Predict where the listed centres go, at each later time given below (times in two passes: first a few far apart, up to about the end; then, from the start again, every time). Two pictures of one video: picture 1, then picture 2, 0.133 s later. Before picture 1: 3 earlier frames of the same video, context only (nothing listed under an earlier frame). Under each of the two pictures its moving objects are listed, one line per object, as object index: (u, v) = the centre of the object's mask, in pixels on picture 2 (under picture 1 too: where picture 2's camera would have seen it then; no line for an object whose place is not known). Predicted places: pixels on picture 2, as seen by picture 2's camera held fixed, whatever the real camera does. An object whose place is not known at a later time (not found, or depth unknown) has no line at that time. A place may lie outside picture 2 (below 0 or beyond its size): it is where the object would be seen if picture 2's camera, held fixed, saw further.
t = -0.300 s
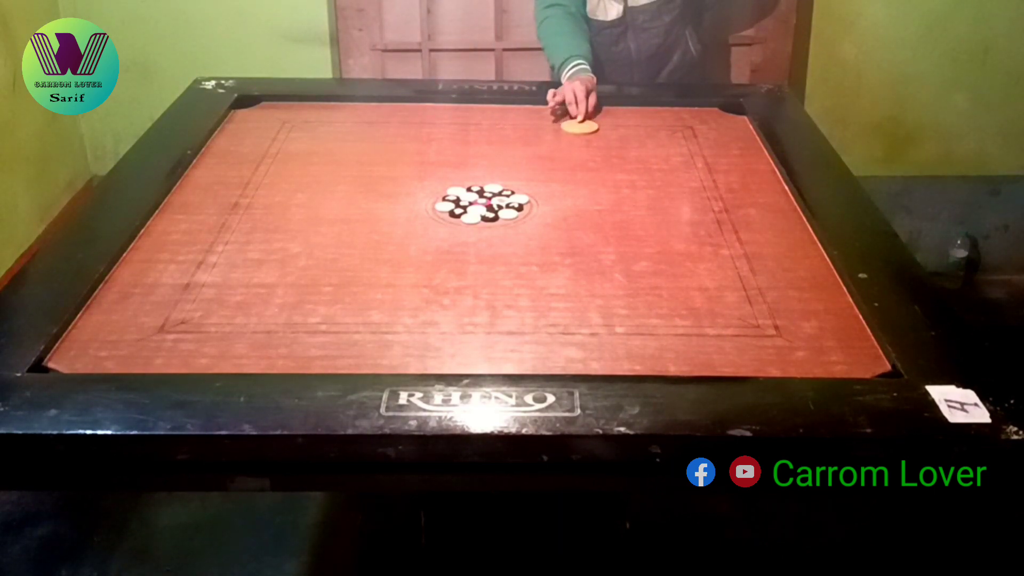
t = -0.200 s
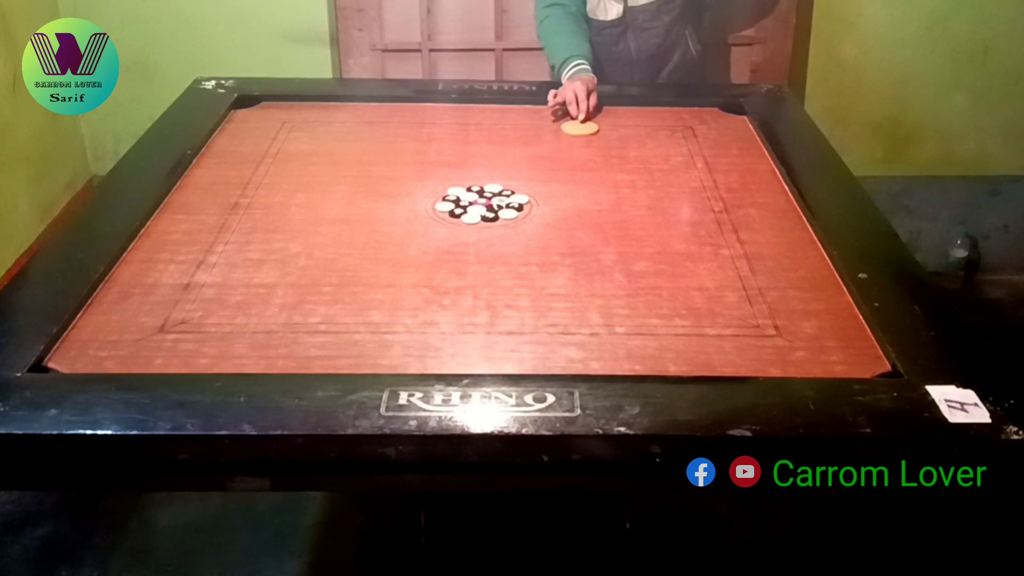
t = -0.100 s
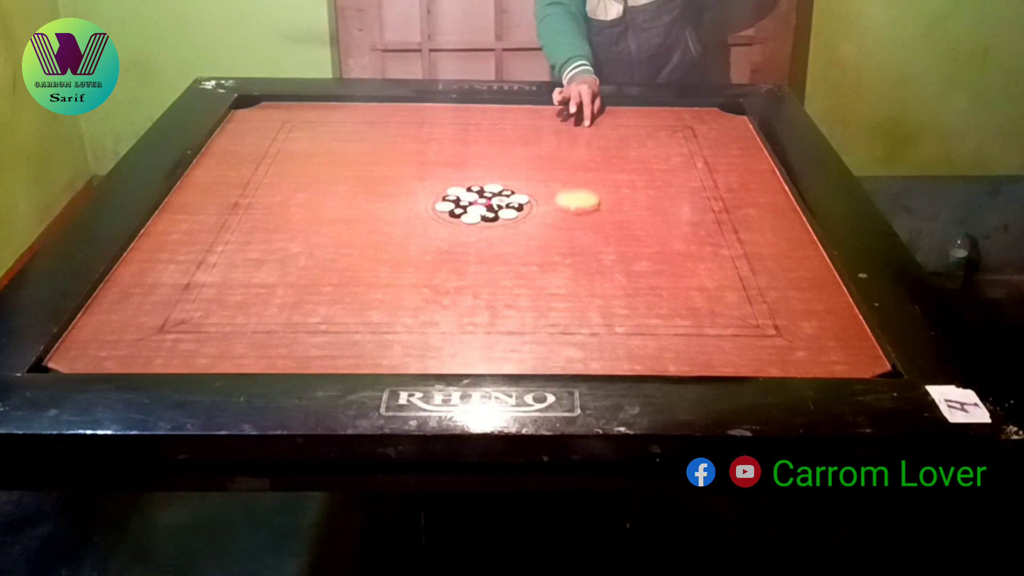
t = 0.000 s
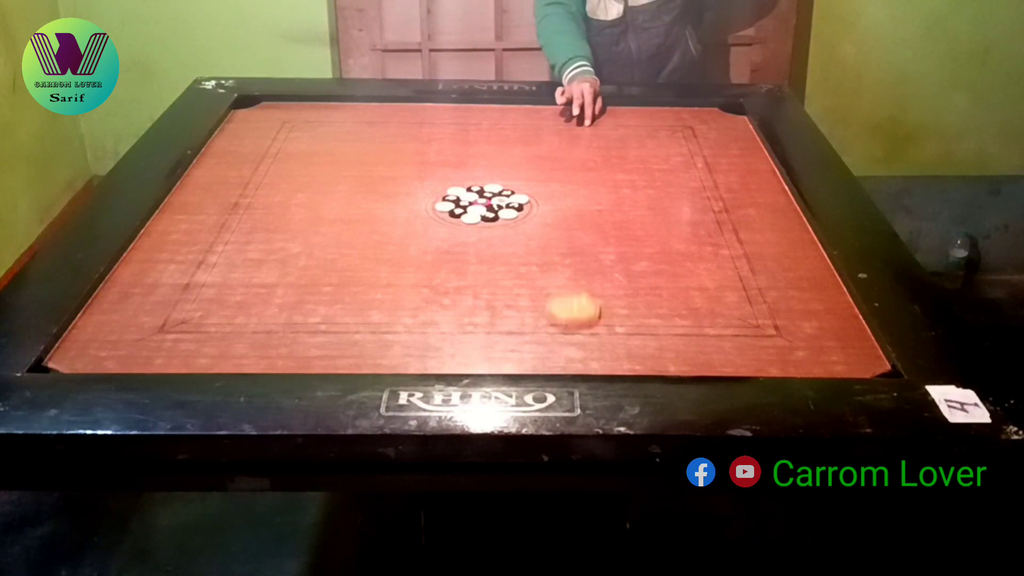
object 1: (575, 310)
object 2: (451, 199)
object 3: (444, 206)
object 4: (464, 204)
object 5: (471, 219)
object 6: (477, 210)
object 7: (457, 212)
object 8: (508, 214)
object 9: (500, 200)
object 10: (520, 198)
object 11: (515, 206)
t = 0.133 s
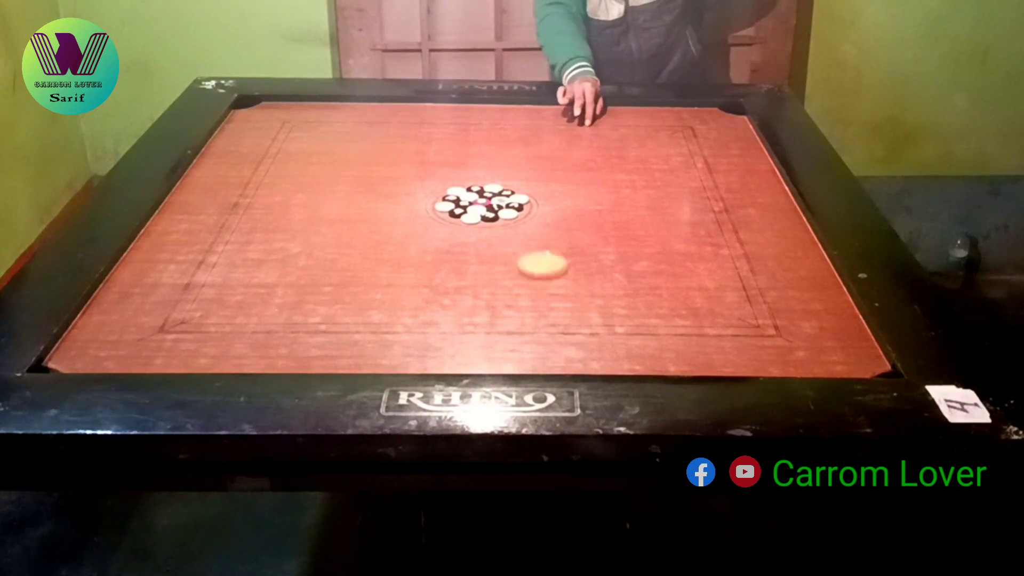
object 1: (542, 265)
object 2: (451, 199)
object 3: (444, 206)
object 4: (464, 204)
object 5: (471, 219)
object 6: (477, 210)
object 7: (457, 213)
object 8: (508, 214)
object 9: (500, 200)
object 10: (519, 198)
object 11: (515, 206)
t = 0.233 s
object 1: (562, 207)
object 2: (414, 200)
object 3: (413, 209)
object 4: (439, 206)
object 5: (444, 221)
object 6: (455, 213)
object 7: (423, 218)
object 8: (497, 205)
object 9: (504, 193)
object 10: (533, 185)
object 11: (525, 195)
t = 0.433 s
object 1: (667, 153)
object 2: (294, 208)
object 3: (304, 220)
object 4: (366, 210)
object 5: (362, 233)
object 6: (385, 225)
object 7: (284, 241)
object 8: (467, 180)
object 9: (514, 167)
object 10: (577, 145)
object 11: (561, 160)
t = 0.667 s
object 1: (697, 114)
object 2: (198, 214)
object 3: (209, 229)
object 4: (322, 213)
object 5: (314, 240)
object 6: (340, 234)
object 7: (123, 269)
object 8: (448, 165)
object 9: (521, 154)
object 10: (608, 117)
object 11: (586, 136)
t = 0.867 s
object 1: (648, 140)
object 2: (171, 216)
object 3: (161, 234)
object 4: (315, 214)
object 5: (309, 241)
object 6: (337, 235)
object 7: (196, 283)
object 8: (446, 164)
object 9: (522, 153)
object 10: (621, 109)
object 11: (596, 127)
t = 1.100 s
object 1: (599, 167)
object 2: (171, 216)
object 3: (157, 234)
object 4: (315, 213)
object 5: (309, 241)
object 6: (337, 234)
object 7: (241, 293)
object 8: (447, 164)
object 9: (522, 152)
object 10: (624, 110)
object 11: (596, 126)
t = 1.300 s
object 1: (573, 180)
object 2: (171, 216)
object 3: (157, 234)
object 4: (315, 213)
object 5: (309, 241)
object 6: (337, 234)
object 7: (246, 295)
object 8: (447, 164)
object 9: (522, 153)
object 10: (624, 110)
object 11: (596, 126)
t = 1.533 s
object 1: (566, 182)
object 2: (171, 216)
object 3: (157, 234)
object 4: (315, 213)
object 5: (309, 241)
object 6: (337, 234)
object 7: (246, 295)
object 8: (446, 164)
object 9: (522, 153)
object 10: (624, 110)
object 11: (596, 126)
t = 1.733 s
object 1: (566, 182)
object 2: (171, 216)
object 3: (157, 234)
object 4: (315, 214)
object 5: (309, 241)
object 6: (337, 234)
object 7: (246, 295)
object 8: (446, 164)
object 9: (522, 152)
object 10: (624, 110)
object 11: (596, 126)
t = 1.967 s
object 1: (566, 182)
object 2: (171, 216)
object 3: (157, 234)
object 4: (315, 214)
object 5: (309, 241)
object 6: (337, 235)
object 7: (246, 295)
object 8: (446, 164)
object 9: (522, 152)
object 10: (624, 110)
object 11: (596, 126)
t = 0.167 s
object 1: (534, 236)
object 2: (451, 199)
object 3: (444, 206)
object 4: (464, 204)
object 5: (471, 218)
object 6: (477, 210)
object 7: (457, 213)
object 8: (508, 214)
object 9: (500, 200)
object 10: (519, 198)
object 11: (515, 206)
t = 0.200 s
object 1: (542, 217)
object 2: (438, 199)
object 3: (434, 207)
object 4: (454, 205)
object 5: (461, 220)
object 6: (469, 210)
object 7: (445, 215)
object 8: (504, 211)
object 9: (501, 199)
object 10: (524, 194)
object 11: (518, 203)
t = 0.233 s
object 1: (562, 207)
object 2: (414, 200)
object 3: (413, 209)
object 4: (439, 206)
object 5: (444, 221)
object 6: (455, 213)
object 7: (423, 218)
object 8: (497, 205)
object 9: (504, 193)
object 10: (533, 185)
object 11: (525, 195)
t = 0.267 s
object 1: (582, 197)
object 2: (392, 202)
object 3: (393, 211)
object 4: (425, 207)
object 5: (428, 224)
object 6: (441, 215)
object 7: (400, 222)
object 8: (491, 200)
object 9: (506, 188)
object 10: (542, 177)
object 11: (532, 188)
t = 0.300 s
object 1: (600, 187)
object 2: (369, 203)
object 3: (373, 213)
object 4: (411, 208)
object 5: (414, 226)
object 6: (428, 218)
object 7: (377, 226)
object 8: (486, 195)
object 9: (508, 182)
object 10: (550, 170)
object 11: (539, 182)
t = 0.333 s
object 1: (618, 178)
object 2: (350, 204)
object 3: (355, 215)
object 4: (399, 208)
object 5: (399, 228)
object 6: (416, 220)
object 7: (355, 229)
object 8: (480, 191)
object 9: (510, 178)
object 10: (557, 163)
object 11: (545, 176)
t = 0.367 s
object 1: (635, 169)
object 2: (330, 206)
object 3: (337, 217)
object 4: (387, 209)
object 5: (386, 230)
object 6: (405, 222)
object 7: (331, 233)
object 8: (476, 187)
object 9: (511, 174)
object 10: (564, 156)
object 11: (550, 170)
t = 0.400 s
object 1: (651, 161)
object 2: (311, 207)
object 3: (320, 219)
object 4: (376, 210)
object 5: (373, 232)
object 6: (395, 224)
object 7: (307, 237)
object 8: (471, 183)
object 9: (513, 171)
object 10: (571, 150)
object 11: (556, 165)
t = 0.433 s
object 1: (667, 153)
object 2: (294, 208)
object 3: (304, 220)
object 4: (366, 210)
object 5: (362, 233)
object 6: (385, 225)
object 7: (284, 241)
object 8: (467, 180)
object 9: (514, 167)
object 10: (577, 145)
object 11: (561, 160)
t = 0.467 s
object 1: (681, 145)
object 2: (277, 209)
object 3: (288, 222)
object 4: (357, 211)
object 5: (351, 235)
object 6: (376, 227)
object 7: (259, 245)
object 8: (463, 177)
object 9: (515, 165)
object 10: (582, 140)
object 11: (565, 155)
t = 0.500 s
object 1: (696, 138)
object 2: (261, 210)
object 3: (273, 223)
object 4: (349, 211)
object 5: (342, 236)
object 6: (369, 228)
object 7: (236, 249)
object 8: (459, 174)
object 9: (516, 162)
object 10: (588, 135)
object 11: (570, 151)
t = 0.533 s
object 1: (709, 131)
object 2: (246, 211)
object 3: (259, 225)
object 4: (342, 212)
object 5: (334, 237)
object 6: (362, 230)
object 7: (213, 253)
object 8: (457, 172)
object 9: (517, 160)
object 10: (592, 131)
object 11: (573, 147)
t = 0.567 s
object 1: (723, 125)
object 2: (232, 211)
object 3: (245, 226)
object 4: (335, 212)
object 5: (326, 239)
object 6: (355, 231)
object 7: (188, 258)
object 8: (454, 170)
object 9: (519, 158)
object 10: (596, 127)
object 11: (577, 144)
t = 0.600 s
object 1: (724, 119)
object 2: (219, 212)
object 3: (232, 227)
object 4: (329, 213)
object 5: (321, 239)
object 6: (349, 232)
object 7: (166, 261)
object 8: (452, 168)
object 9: (519, 157)
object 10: (600, 123)
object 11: (580, 141)
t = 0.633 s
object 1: (707, 113)
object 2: (208, 213)
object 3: (220, 228)
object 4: (325, 213)
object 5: (317, 240)
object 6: (344, 233)
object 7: (143, 265)
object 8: (450, 167)
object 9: (520, 156)
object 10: (604, 120)
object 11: (583, 138)
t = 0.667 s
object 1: (697, 114)
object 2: (198, 214)
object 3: (209, 229)
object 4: (322, 213)
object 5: (314, 240)
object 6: (340, 234)
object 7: (123, 269)
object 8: (448, 165)
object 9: (521, 154)
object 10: (608, 117)
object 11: (586, 136)
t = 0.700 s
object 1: (688, 119)
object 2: (189, 215)
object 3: (198, 231)
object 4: (319, 213)
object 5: (311, 241)
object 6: (338, 234)
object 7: (136, 272)
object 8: (447, 165)
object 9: (521, 154)
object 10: (610, 114)
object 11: (588, 134)
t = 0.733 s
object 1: (680, 123)
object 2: (182, 215)
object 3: (188, 232)
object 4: (317, 213)
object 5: (310, 241)
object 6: (337, 234)
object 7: (150, 274)
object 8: (446, 164)
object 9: (521, 153)
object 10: (613, 112)
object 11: (590, 132)
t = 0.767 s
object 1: (672, 127)
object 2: (176, 216)
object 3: (179, 233)
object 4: (316, 214)
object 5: (310, 241)
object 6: (337, 234)
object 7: (163, 277)
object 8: (446, 164)
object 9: (522, 153)
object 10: (615, 110)
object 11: (592, 130)
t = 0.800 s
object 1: (664, 132)
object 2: (173, 216)
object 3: (172, 233)
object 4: (315, 214)
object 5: (309, 241)
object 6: (337, 235)
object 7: (175, 279)
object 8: (446, 164)
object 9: (522, 153)
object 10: (617, 108)
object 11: (594, 129)
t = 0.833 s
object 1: (656, 136)
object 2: (171, 216)
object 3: (166, 233)
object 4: (315, 214)
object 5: (309, 241)
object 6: (337, 235)
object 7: (186, 281)
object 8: (446, 164)
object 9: (522, 153)
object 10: (619, 108)
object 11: (595, 128)
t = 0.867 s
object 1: (648, 140)
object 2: (171, 216)
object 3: (161, 234)
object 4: (315, 214)
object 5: (309, 241)
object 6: (337, 235)
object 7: (196, 283)
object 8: (446, 164)
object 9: (522, 153)
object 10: (621, 109)
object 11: (596, 127)
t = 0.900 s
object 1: (640, 144)
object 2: (171, 216)
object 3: (159, 234)
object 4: (315, 214)
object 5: (309, 241)
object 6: (337, 235)
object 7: (206, 285)
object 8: (446, 164)
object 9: (522, 153)
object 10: (623, 110)
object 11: (596, 126)
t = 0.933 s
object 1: (633, 148)
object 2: (171, 216)
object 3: (157, 234)
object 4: (315, 213)
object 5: (309, 241)
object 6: (337, 235)
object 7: (214, 287)
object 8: (447, 164)
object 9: (522, 153)
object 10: (623, 110)
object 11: (596, 126)
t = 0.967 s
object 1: (626, 152)
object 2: (171, 216)
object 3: (157, 234)
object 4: (315, 213)
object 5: (309, 241)
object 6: (337, 234)
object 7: (222, 288)
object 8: (447, 164)
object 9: (522, 153)
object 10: (624, 110)
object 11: (596, 126)
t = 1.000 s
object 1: (619, 156)
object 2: (171, 216)
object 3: (157, 234)
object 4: (315, 213)
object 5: (309, 241)
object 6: (337, 234)
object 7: (228, 290)
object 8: (447, 164)
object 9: (522, 153)
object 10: (624, 110)
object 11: (596, 125)
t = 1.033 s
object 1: (612, 160)
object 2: (171, 216)
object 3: (157, 234)
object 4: (315, 213)
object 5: (309, 241)
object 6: (337, 234)
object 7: (233, 291)
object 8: (447, 164)
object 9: (522, 153)
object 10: (624, 110)
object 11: (596, 126)
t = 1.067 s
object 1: (605, 163)
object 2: (171, 216)
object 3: (157, 234)
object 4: (315, 213)
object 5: (309, 241)
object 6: (337, 234)
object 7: (238, 292)
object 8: (447, 164)
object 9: (522, 153)
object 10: (624, 110)
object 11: (596, 126)
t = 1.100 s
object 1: (599, 167)
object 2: (171, 216)
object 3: (157, 234)
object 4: (315, 213)
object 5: (309, 241)
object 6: (337, 234)
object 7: (241, 293)
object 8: (447, 164)
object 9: (522, 152)
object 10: (624, 110)
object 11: (596, 126)
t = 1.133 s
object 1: (594, 170)
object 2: (171, 216)
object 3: (157, 234)
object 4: (315, 213)
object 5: (309, 241)
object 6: (337, 234)
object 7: (244, 294)
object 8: (447, 164)
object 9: (522, 153)
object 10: (624, 110)
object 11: (596, 126)
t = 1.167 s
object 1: (589, 172)
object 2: (171, 216)
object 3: (157, 234)
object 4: (315, 213)
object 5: (309, 241)
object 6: (337, 234)
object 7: (245, 294)
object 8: (447, 164)
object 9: (522, 152)
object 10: (624, 110)
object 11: (596, 126)
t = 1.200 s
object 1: (584, 175)
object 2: (171, 216)
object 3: (157, 234)
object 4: (315, 213)
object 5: (309, 241)
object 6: (337, 234)
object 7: (246, 295)
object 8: (447, 164)
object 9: (522, 153)
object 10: (624, 110)
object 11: (596, 126)
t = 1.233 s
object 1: (580, 177)
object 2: (171, 216)
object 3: (157, 234)
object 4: (315, 213)
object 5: (309, 241)
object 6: (337, 234)
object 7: (246, 295)
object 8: (447, 164)
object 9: (522, 153)
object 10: (624, 110)
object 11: (596, 126)
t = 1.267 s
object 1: (576, 179)
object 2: (171, 216)
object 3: (157, 234)
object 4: (315, 213)
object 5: (309, 241)
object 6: (337, 234)
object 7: (246, 295)
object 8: (447, 164)
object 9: (522, 153)
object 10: (624, 110)
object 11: (596, 126)
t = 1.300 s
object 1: (573, 180)
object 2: (171, 216)
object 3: (157, 234)
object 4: (315, 213)
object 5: (309, 241)
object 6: (337, 234)
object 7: (246, 295)
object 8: (447, 164)
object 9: (522, 153)
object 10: (624, 110)
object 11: (596, 126)
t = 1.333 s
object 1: (571, 181)
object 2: (171, 216)
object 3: (157, 234)
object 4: (315, 213)
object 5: (309, 241)
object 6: (337, 234)
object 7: (246, 295)
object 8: (447, 164)
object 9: (522, 152)
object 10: (624, 110)
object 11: (596, 126)
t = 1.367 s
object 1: (568, 181)
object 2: (171, 216)
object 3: (157, 234)
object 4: (315, 213)
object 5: (309, 241)
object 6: (337, 234)
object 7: (246, 295)
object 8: (447, 164)
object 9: (522, 153)
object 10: (624, 110)
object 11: (596, 126)
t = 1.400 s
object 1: (567, 182)
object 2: (171, 216)
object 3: (157, 234)
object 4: (315, 213)
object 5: (309, 241)
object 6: (337, 234)
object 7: (246, 295)
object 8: (447, 164)
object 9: (522, 153)
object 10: (624, 110)
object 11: (596, 126)
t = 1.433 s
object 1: (566, 182)
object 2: (171, 216)
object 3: (157, 234)
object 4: (315, 213)
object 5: (309, 241)
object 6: (337, 234)
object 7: (246, 295)
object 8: (447, 164)
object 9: (522, 153)
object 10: (624, 110)
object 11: (596, 126)
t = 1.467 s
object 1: (566, 182)
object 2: (171, 216)
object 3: (157, 234)
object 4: (315, 213)
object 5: (309, 241)
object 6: (337, 234)
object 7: (246, 295)
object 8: (447, 164)
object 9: (522, 153)
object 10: (624, 110)
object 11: (596, 125)
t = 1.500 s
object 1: (566, 182)
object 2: (171, 216)
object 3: (157, 234)
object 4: (315, 213)
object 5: (309, 241)
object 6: (337, 234)
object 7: (246, 295)
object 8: (446, 164)
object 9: (522, 153)
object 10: (624, 110)
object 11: (596, 126)
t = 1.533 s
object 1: (566, 182)
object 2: (171, 216)
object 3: (157, 234)
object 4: (315, 213)
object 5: (309, 241)
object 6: (337, 234)
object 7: (246, 295)
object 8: (446, 164)
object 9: (522, 153)
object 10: (624, 110)
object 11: (596, 126)
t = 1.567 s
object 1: (566, 182)
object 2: (171, 216)
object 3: (157, 234)
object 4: (315, 214)
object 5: (309, 241)
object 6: (337, 234)
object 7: (246, 295)
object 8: (446, 164)
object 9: (522, 152)
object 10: (624, 110)
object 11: (596, 125)
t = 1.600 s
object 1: (566, 182)
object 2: (171, 216)
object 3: (157, 234)
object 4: (315, 213)
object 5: (309, 241)
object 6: (337, 234)
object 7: (246, 295)
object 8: (446, 164)
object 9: (522, 152)
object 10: (624, 110)
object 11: (596, 126)
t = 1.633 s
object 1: (566, 182)
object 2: (171, 216)
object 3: (157, 234)
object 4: (315, 214)
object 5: (309, 241)
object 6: (337, 235)
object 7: (246, 295)
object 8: (446, 164)
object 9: (522, 153)
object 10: (624, 110)
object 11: (596, 126)
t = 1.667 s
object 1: (566, 182)
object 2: (171, 216)
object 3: (157, 234)
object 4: (315, 214)
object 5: (309, 241)
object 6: (337, 235)
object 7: (246, 295)
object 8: (446, 164)
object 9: (522, 153)
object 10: (624, 110)
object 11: (596, 126)
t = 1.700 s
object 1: (566, 182)
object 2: (171, 216)
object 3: (157, 234)
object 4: (315, 214)
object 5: (309, 241)
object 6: (337, 235)
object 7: (246, 295)
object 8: (446, 164)
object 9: (522, 152)
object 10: (624, 110)
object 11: (596, 126)
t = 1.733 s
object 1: (566, 182)
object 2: (171, 216)
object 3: (157, 234)
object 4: (315, 214)
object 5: (309, 241)
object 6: (337, 234)
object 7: (246, 295)
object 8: (446, 164)
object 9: (522, 152)
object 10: (624, 110)
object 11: (596, 126)
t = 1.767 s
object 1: (566, 182)
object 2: (171, 216)
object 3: (157, 234)
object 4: (315, 214)
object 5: (309, 241)
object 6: (337, 235)
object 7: (246, 295)
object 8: (446, 164)
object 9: (522, 153)
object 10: (624, 110)
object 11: (596, 126)
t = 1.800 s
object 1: (566, 182)
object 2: (171, 216)
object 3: (157, 234)
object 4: (315, 214)
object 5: (309, 241)
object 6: (337, 235)
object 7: (246, 295)
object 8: (446, 164)
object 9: (522, 153)
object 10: (624, 110)
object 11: (596, 126)
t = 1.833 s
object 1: (566, 182)
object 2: (171, 216)
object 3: (157, 234)
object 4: (315, 214)
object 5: (309, 241)
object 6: (337, 235)
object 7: (246, 295)
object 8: (446, 164)
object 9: (522, 152)
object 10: (624, 110)
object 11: (596, 126)
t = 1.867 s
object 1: (566, 182)
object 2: (171, 216)
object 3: (157, 234)
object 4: (315, 214)
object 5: (309, 241)
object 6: (337, 235)
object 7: (246, 295)
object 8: (446, 164)
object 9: (522, 153)
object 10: (624, 110)
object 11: (596, 126)
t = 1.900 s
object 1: (566, 182)
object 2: (171, 216)
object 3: (157, 234)
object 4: (315, 214)
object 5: (309, 241)
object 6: (337, 235)
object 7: (246, 295)
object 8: (446, 164)
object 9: (522, 153)
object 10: (624, 110)
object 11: (596, 126)
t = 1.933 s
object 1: (566, 182)
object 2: (171, 216)
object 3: (157, 234)
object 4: (315, 214)
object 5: (309, 241)
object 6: (337, 235)
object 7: (246, 295)
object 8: (446, 164)
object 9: (522, 153)
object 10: (624, 110)
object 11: (596, 126)
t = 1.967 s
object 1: (566, 182)
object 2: (171, 216)
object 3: (157, 234)
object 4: (315, 214)
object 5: (309, 241)
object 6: (337, 235)
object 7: (246, 295)
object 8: (446, 164)
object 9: (522, 152)
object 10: (624, 110)
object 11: (596, 126)
